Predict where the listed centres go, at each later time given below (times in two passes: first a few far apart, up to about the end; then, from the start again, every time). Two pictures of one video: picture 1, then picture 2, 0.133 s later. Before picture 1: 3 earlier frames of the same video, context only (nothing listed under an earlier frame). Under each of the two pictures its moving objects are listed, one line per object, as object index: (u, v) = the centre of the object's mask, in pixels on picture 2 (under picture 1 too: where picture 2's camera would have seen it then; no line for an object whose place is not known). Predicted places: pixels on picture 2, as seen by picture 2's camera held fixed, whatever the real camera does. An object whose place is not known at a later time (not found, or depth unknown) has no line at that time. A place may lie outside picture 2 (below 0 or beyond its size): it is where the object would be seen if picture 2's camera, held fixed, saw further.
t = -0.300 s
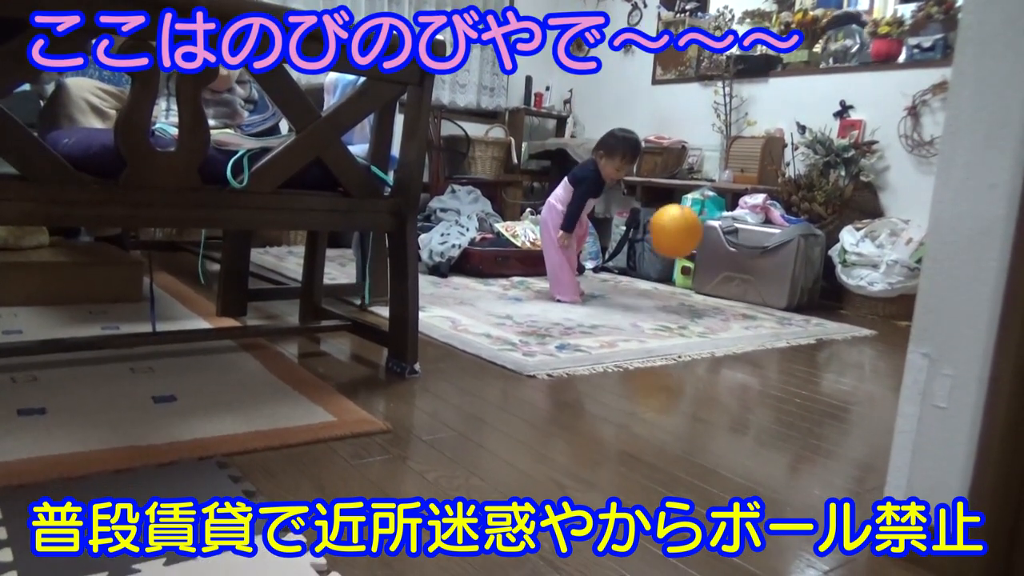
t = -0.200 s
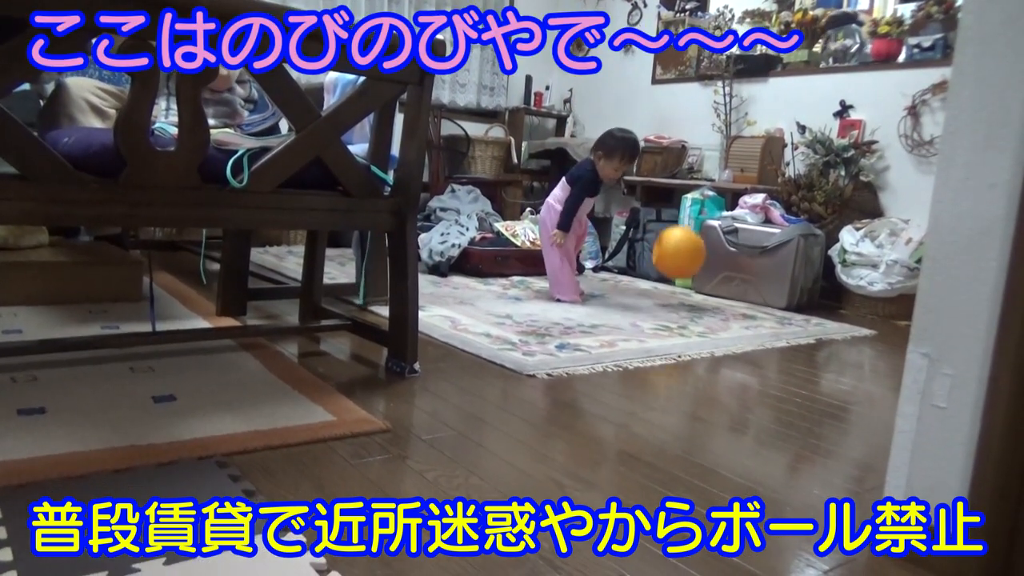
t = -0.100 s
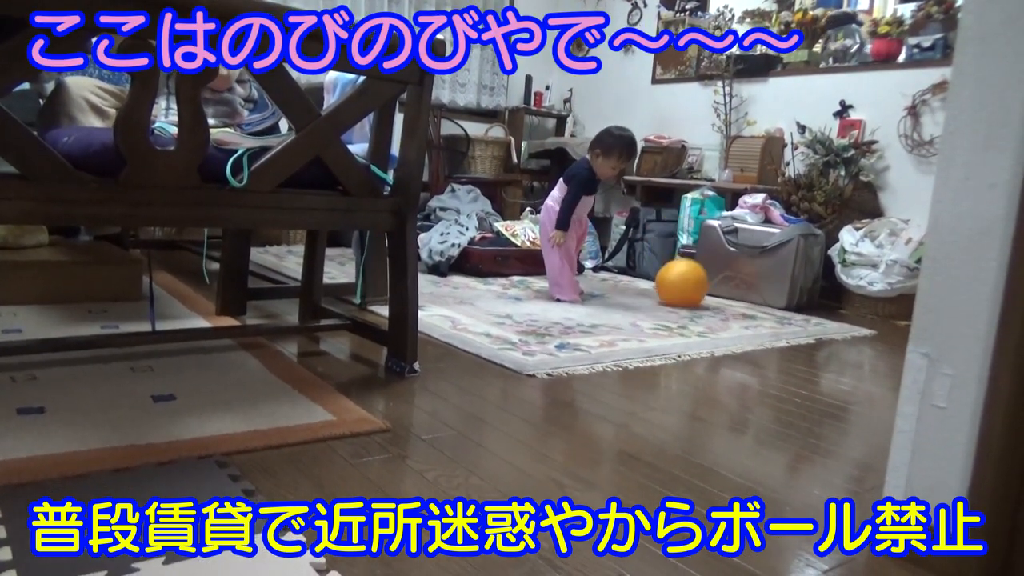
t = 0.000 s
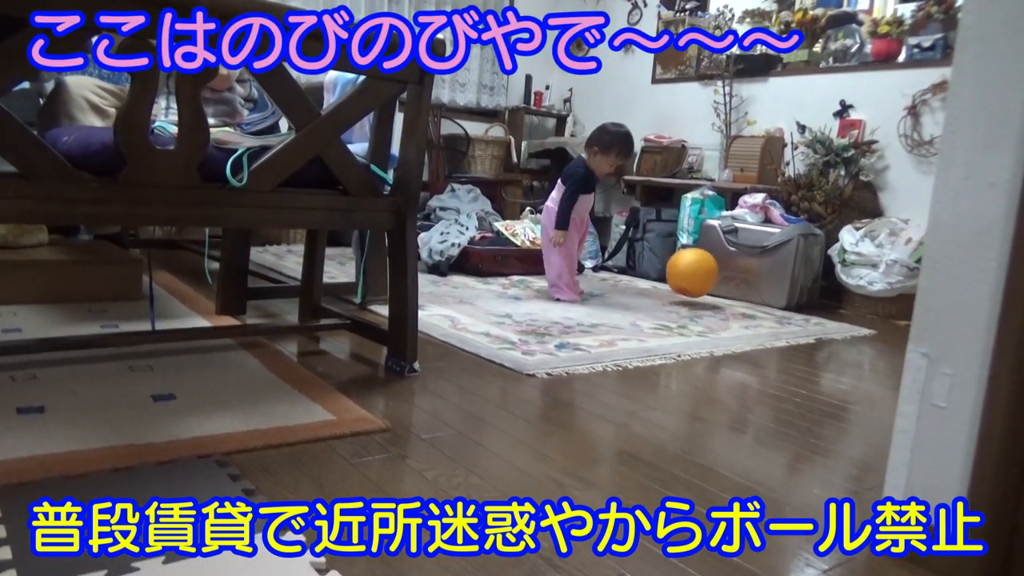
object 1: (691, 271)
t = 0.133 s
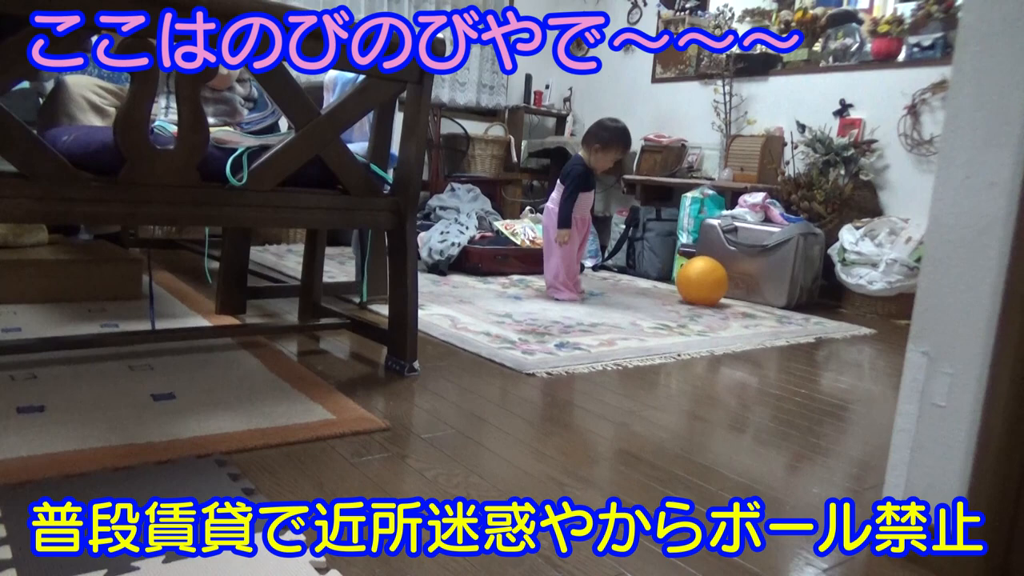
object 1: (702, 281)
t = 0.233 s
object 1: (708, 281)
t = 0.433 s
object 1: (714, 280)
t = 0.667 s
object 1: (717, 281)
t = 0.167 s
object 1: (704, 280)
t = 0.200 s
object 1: (706, 280)
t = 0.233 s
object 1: (708, 281)
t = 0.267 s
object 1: (710, 281)
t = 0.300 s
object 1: (711, 280)
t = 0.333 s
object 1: (711, 280)
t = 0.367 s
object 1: (712, 280)
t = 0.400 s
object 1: (713, 281)
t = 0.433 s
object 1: (714, 280)
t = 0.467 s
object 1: (714, 281)
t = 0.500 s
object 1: (714, 281)
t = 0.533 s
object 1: (716, 281)
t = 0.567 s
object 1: (716, 281)
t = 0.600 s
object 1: (717, 281)
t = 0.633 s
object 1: (717, 281)
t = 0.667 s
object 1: (717, 281)
